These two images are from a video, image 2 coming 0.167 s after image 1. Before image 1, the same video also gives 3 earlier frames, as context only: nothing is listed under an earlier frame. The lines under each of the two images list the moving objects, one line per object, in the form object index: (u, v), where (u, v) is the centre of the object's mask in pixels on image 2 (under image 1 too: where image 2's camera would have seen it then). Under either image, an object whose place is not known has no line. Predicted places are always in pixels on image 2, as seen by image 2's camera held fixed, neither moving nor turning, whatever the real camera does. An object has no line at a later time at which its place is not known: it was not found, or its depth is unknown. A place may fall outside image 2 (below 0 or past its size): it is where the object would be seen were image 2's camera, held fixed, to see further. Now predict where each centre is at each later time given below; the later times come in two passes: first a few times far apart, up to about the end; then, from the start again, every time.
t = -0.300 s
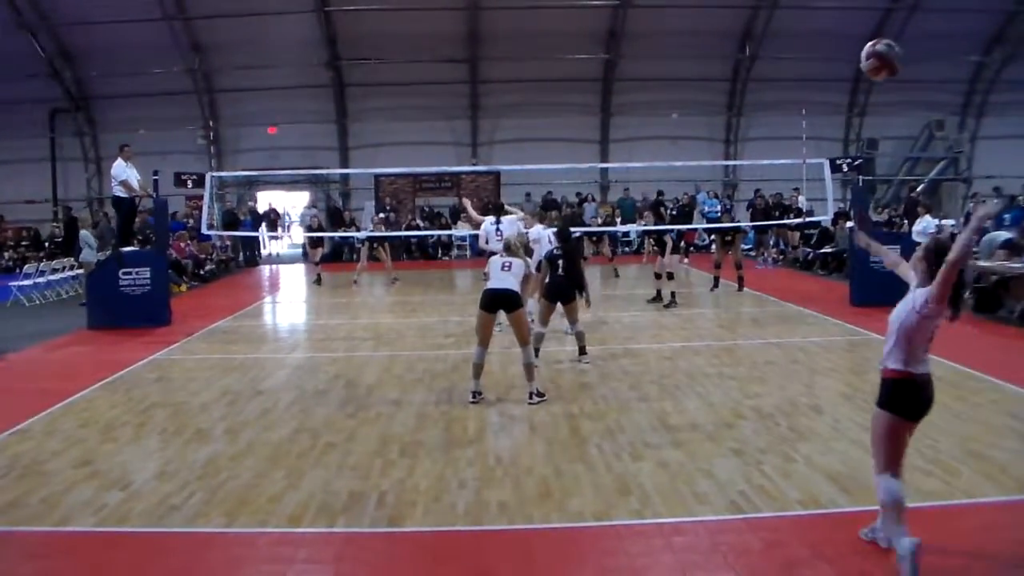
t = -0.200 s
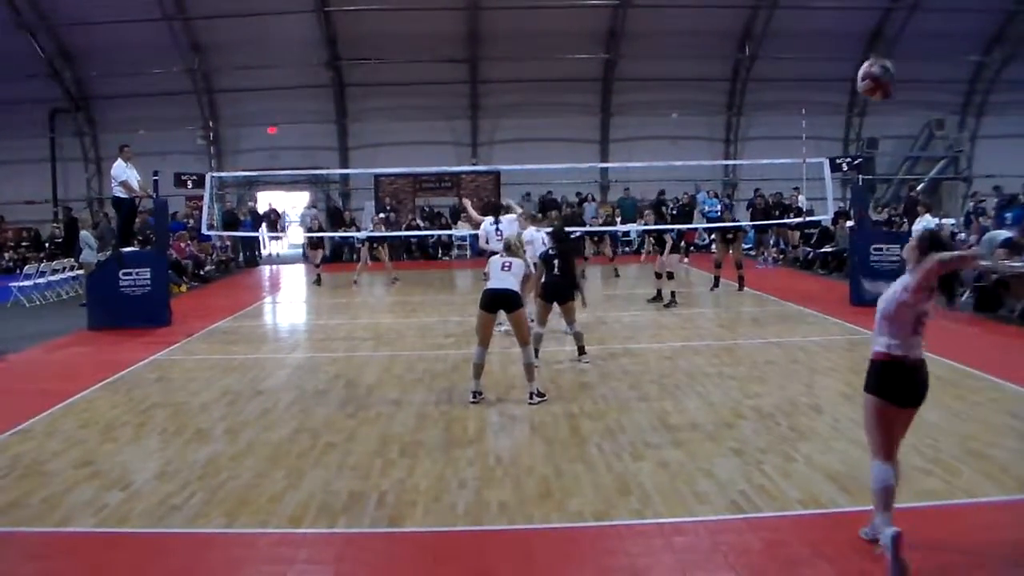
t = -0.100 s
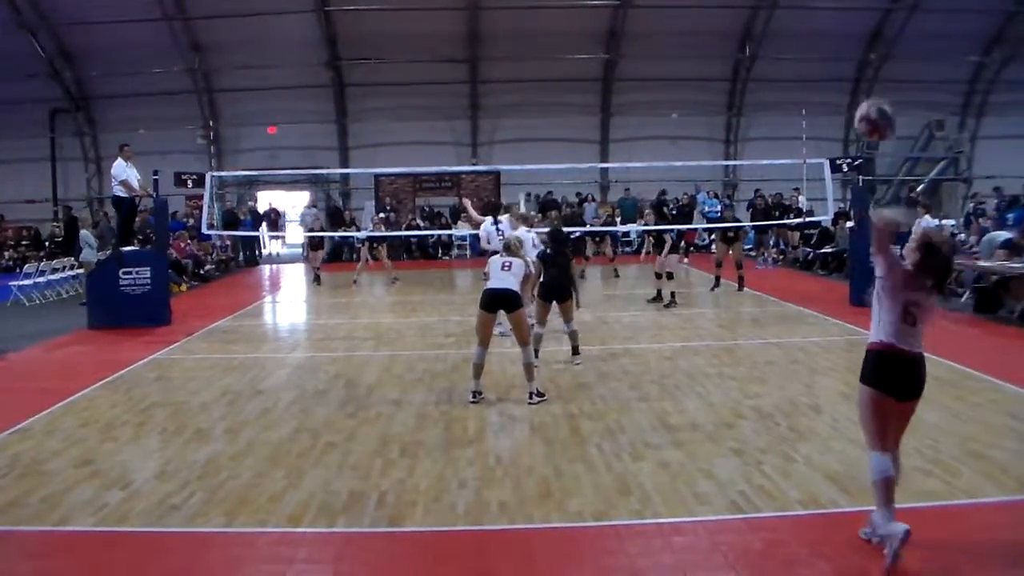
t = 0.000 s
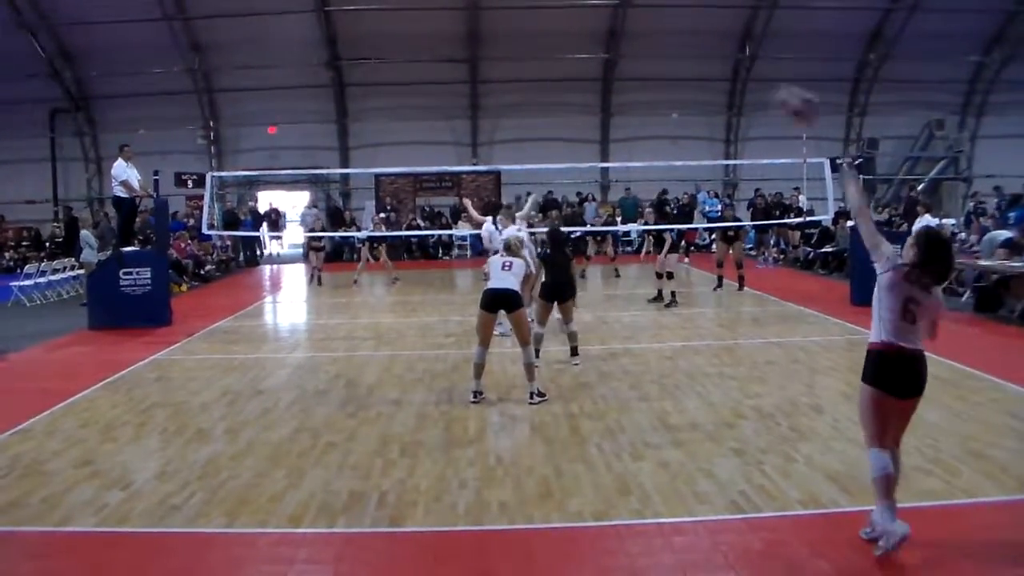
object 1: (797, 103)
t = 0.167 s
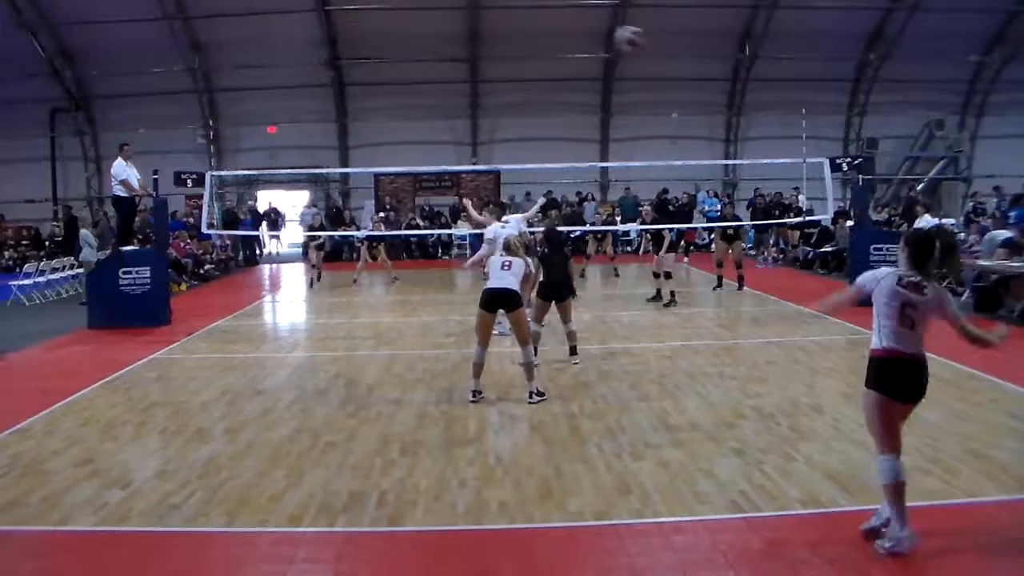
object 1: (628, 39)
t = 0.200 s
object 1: (607, 35)
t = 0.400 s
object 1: (511, 41)
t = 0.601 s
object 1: (460, 79)
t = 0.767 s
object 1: (435, 116)
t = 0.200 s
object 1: (607, 35)
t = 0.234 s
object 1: (586, 33)
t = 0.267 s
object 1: (569, 32)
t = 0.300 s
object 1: (551, 33)
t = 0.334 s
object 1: (537, 36)
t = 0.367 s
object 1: (524, 39)
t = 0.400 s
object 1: (511, 41)
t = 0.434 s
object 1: (501, 47)
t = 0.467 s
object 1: (491, 53)
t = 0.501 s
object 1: (482, 59)
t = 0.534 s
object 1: (473, 66)
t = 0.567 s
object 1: (467, 72)
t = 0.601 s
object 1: (460, 79)
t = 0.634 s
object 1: (454, 86)
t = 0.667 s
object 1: (449, 94)
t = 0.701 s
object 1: (444, 102)
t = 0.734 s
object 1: (440, 110)
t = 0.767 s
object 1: (435, 116)
